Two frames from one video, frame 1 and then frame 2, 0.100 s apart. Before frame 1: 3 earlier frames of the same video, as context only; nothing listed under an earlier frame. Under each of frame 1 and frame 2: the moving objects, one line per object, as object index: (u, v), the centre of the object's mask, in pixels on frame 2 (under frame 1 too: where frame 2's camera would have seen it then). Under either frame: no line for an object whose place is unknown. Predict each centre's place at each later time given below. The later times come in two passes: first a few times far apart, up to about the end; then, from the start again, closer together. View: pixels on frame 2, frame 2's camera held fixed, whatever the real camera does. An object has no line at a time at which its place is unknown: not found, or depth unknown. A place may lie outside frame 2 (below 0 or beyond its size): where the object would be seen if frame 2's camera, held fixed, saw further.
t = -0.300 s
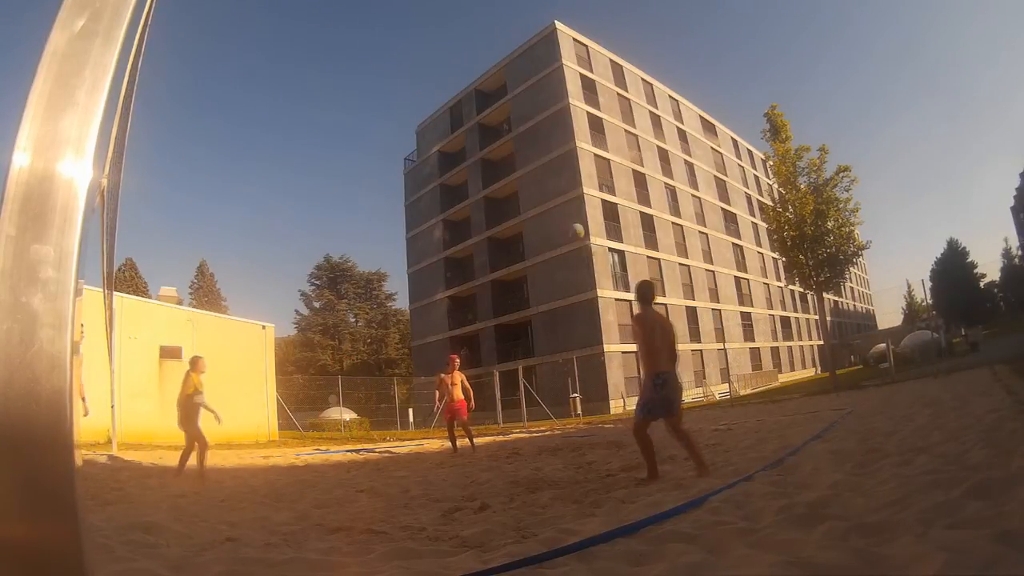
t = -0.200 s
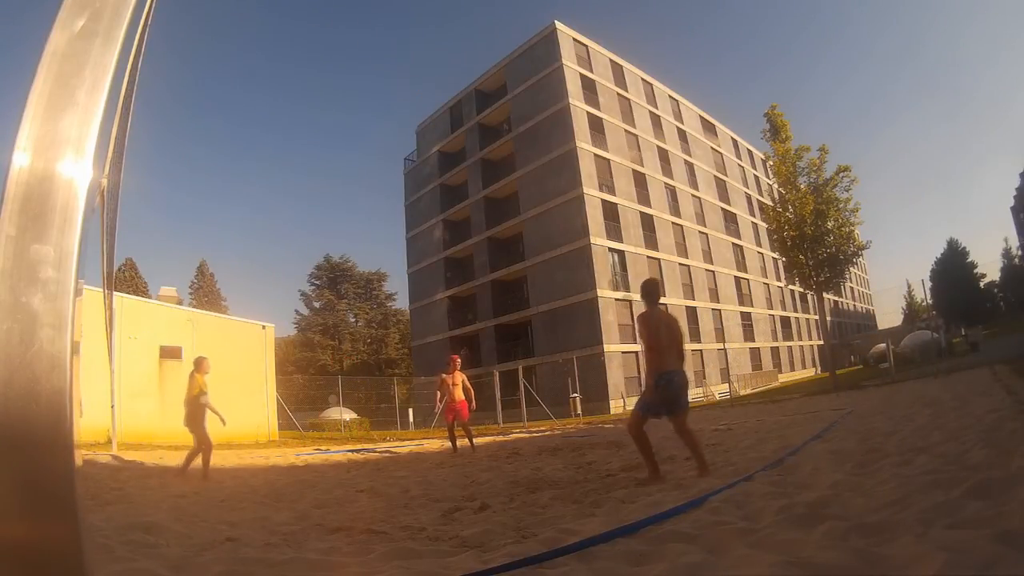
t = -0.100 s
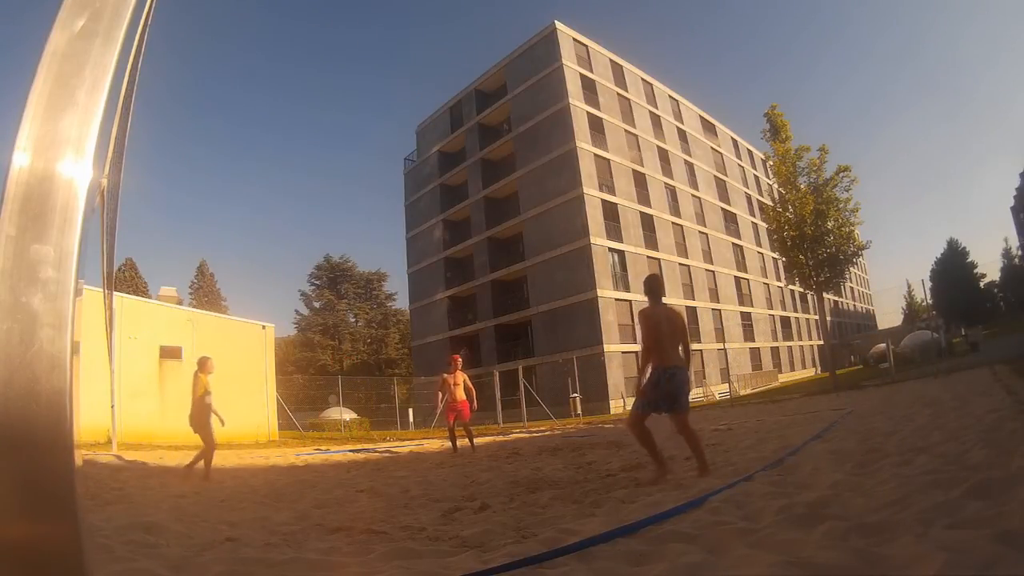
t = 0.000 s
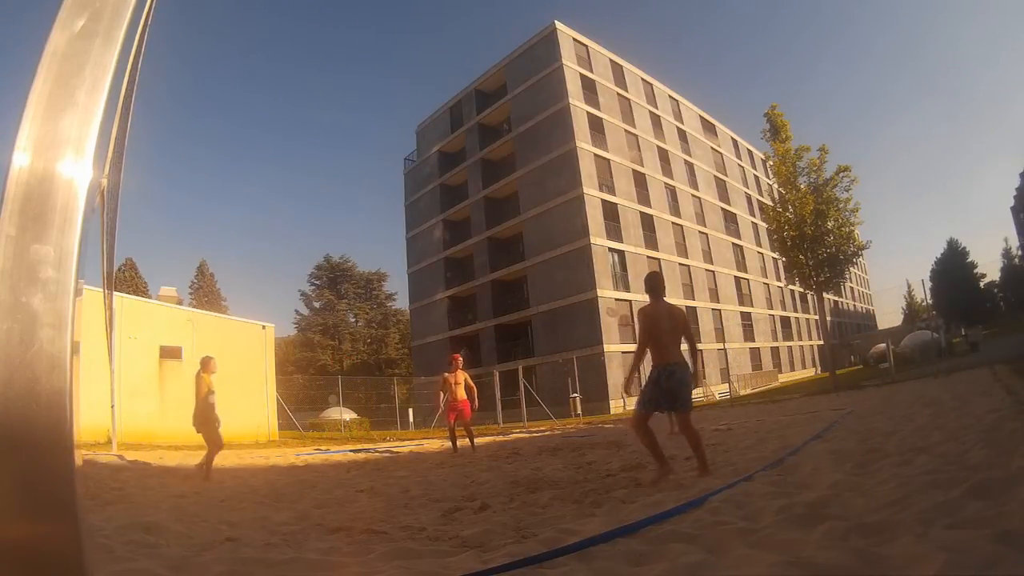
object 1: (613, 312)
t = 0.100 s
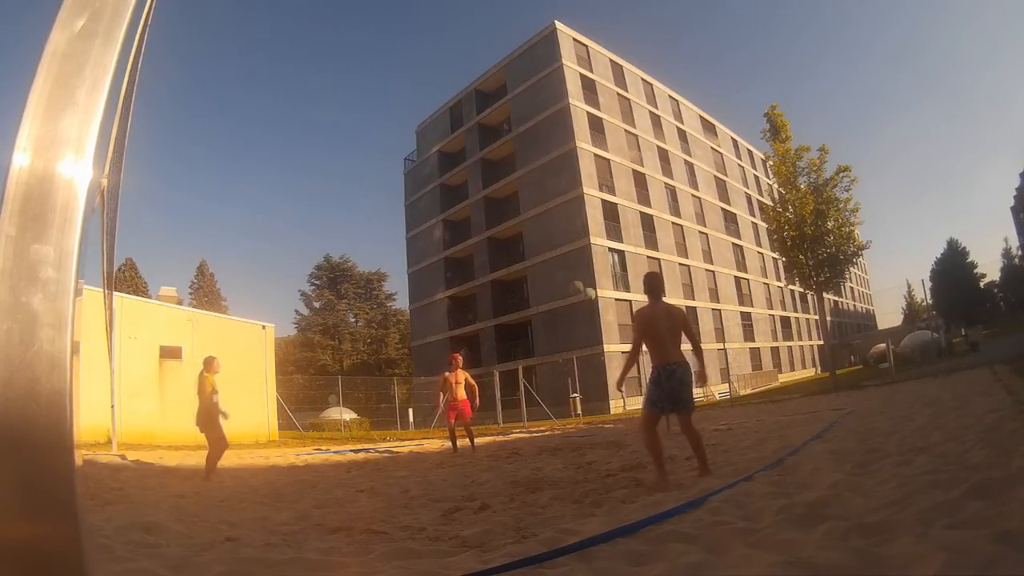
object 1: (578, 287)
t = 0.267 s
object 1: (522, 262)
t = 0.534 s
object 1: (443, 261)
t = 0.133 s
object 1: (567, 280)
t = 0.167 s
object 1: (555, 275)
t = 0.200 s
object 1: (543, 270)
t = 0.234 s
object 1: (532, 267)
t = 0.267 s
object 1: (522, 262)
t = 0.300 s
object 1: (510, 261)
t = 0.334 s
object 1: (500, 260)
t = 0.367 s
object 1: (490, 258)
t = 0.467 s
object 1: (460, 258)
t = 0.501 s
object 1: (451, 260)
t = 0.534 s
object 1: (443, 261)
